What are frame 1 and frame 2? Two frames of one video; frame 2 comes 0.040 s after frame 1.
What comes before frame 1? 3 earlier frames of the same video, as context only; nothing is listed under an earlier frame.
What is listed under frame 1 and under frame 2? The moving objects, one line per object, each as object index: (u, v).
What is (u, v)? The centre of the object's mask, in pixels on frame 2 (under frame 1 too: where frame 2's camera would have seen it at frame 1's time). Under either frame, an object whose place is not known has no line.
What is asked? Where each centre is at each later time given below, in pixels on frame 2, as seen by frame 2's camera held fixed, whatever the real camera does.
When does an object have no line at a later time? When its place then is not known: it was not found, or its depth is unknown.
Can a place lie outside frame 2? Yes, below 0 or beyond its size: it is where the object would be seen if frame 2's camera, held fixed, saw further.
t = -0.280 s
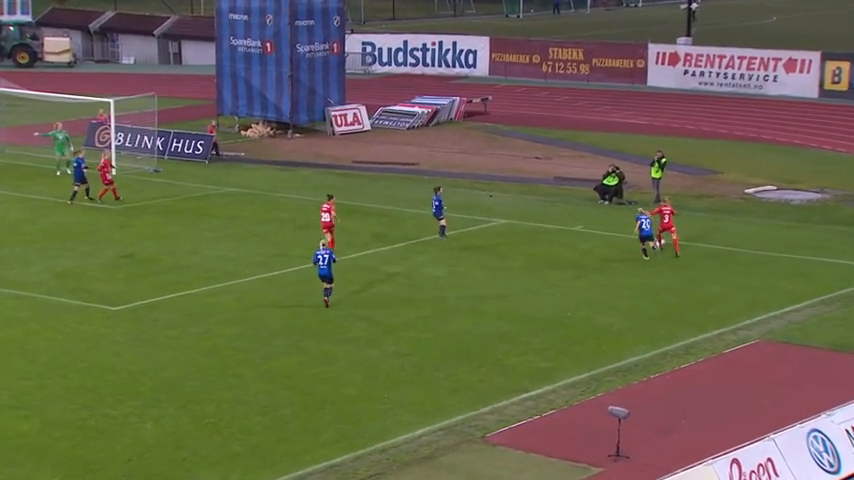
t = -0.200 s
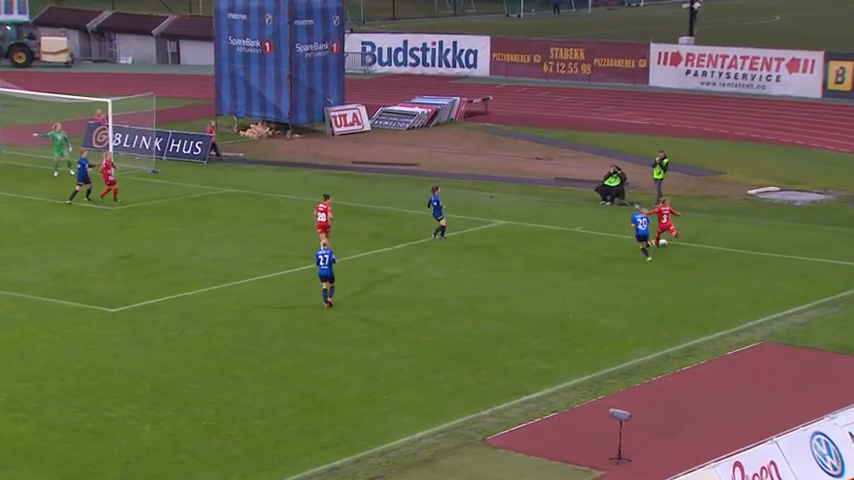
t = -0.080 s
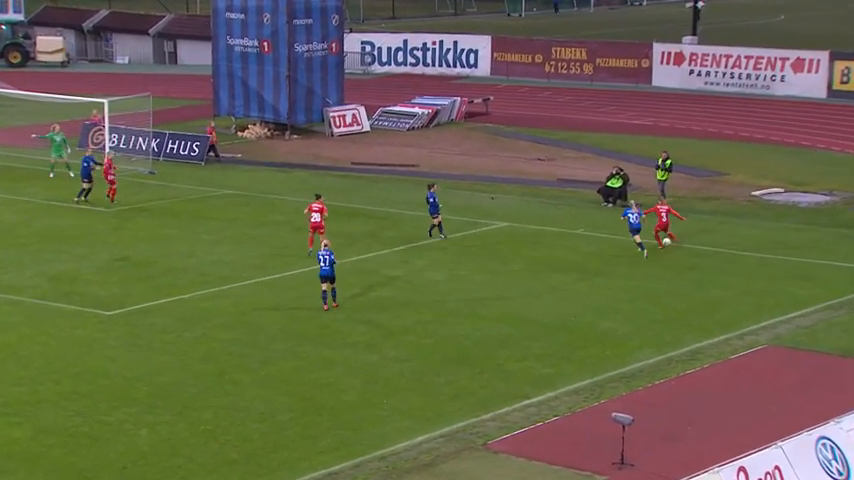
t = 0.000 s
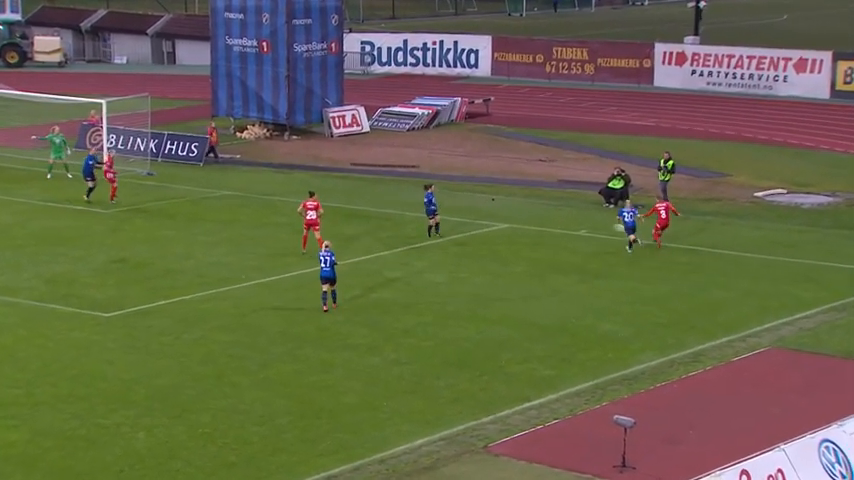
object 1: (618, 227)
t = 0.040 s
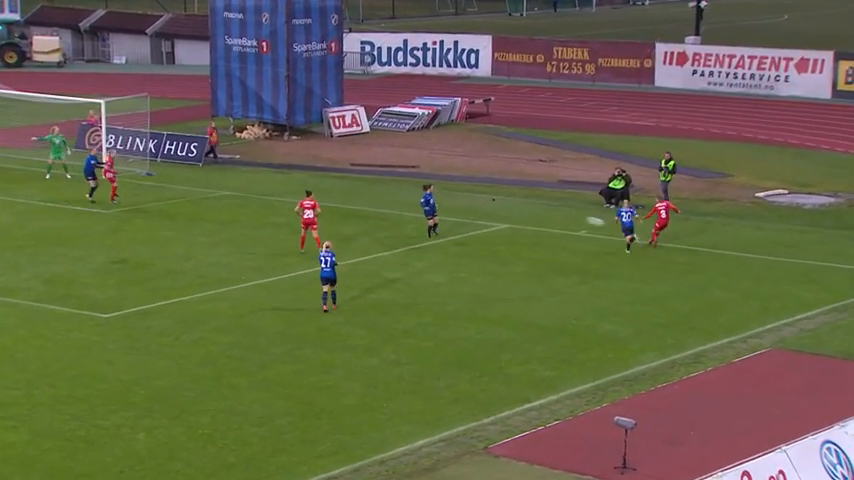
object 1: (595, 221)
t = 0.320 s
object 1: (413, 186)
